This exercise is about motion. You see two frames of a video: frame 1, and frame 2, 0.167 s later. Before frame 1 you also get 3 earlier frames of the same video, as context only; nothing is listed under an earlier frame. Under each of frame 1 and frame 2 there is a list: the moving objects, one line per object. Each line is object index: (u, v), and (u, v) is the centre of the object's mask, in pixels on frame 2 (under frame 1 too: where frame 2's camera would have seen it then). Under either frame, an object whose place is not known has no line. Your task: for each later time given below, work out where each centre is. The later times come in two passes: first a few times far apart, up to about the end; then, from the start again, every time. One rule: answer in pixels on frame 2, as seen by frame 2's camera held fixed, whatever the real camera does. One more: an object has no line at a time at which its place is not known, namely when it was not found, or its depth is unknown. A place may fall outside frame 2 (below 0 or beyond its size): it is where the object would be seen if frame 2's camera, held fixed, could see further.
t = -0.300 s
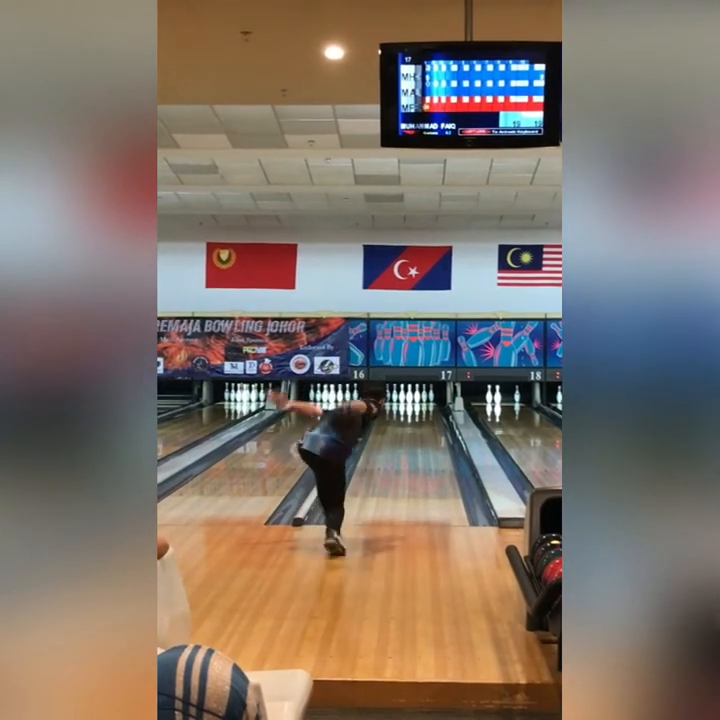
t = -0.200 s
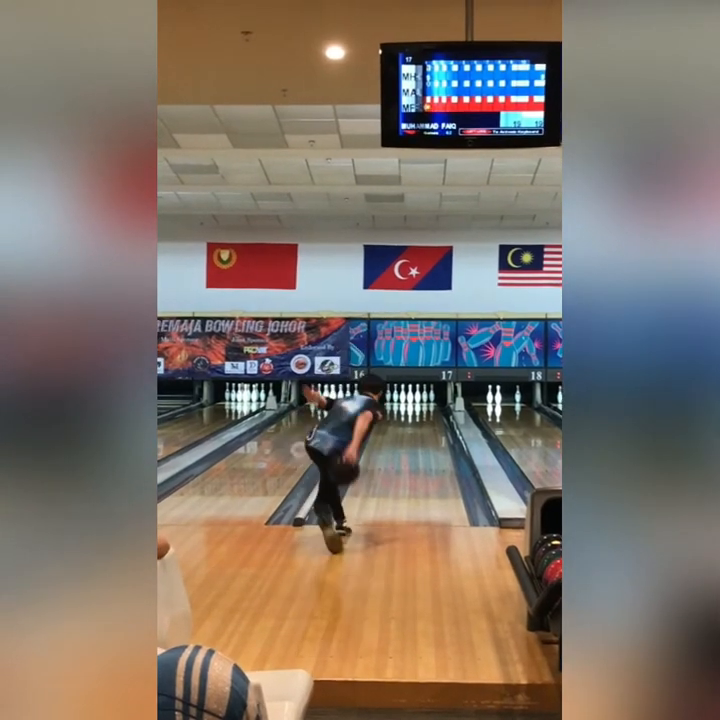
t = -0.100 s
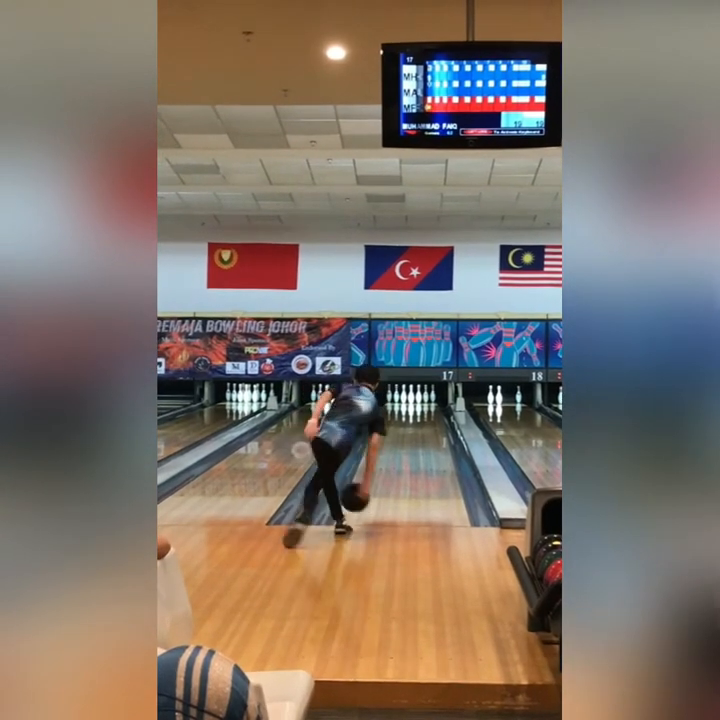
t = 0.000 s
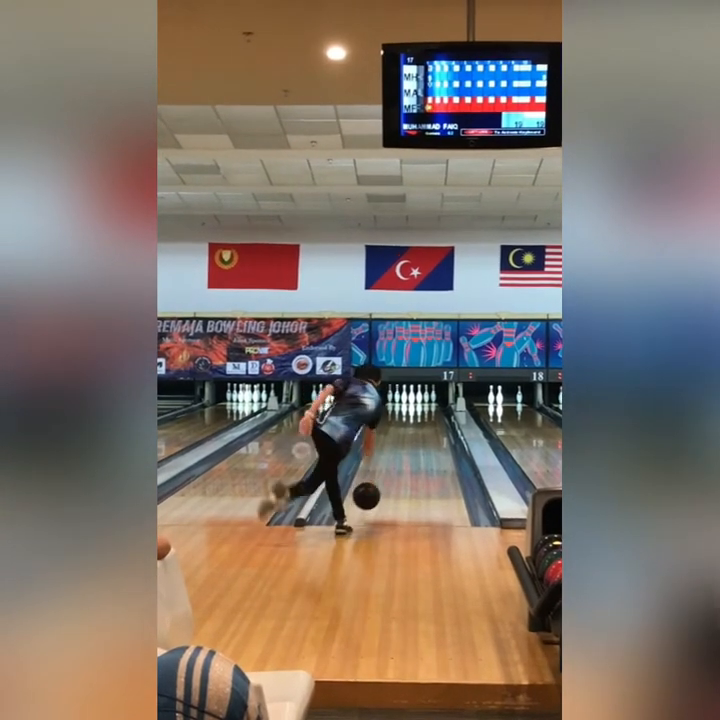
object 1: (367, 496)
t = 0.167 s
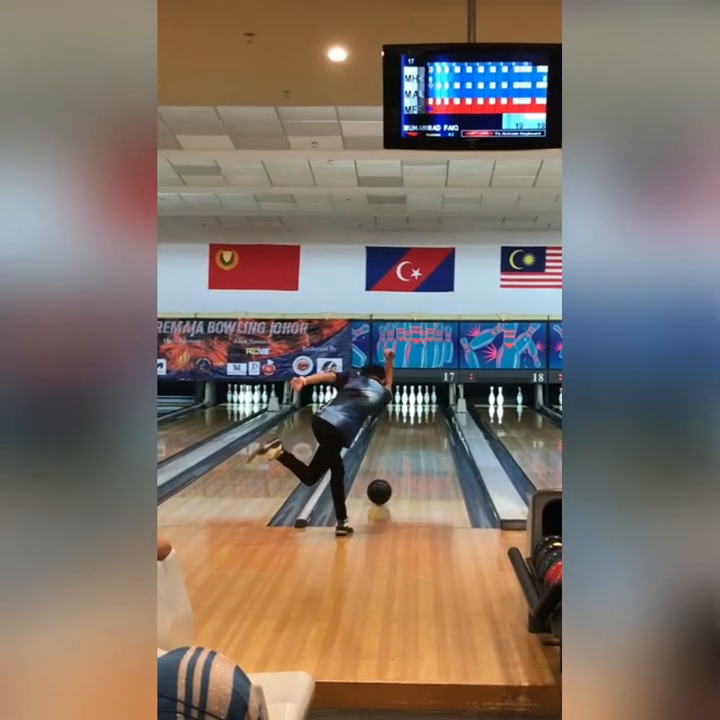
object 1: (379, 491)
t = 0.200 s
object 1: (381, 488)
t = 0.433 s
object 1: (394, 469)
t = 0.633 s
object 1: (402, 457)
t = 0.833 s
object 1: (409, 446)
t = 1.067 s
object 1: (415, 436)
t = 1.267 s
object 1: (418, 428)
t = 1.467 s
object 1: (420, 423)
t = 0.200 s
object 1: (381, 488)
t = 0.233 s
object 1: (383, 485)
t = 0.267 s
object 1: (385, 482)
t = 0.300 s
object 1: (387, 480)
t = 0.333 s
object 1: (389, 477)
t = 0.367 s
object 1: (391, 474)
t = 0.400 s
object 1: (392, 472)
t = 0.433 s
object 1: (394, 469)
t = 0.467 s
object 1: (395, 467)
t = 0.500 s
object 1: (397, 465)
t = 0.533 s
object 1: (398, 463)
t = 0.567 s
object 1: (400, 461)
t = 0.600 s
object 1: (401, 459)
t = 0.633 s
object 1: (402, 457)
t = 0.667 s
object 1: (404, 455)
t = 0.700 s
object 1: (405, 453)
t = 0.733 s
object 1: (406, 451)
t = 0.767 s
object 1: (407, 449)
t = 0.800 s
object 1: (408, 448)
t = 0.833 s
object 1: (409, 446)
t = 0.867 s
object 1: (410, 445)
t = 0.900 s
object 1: (411, 443)
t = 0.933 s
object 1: (412, 441)
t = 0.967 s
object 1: (412, 440)
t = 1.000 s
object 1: (413, 439)
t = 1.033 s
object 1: (414, 437)
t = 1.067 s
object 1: (415, 436)
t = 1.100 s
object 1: (415, 435)
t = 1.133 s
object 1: (416, 433)
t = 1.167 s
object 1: (416, 433)
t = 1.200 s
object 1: (417, 432)
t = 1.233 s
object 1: (418, 430)
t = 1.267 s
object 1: (418, 428)
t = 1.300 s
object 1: (419, 428)
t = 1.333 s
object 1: (419, 427)
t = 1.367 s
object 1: (419, 426)
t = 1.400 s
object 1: (420, 425)
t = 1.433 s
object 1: (420, 423)
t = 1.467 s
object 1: (420, 423)
